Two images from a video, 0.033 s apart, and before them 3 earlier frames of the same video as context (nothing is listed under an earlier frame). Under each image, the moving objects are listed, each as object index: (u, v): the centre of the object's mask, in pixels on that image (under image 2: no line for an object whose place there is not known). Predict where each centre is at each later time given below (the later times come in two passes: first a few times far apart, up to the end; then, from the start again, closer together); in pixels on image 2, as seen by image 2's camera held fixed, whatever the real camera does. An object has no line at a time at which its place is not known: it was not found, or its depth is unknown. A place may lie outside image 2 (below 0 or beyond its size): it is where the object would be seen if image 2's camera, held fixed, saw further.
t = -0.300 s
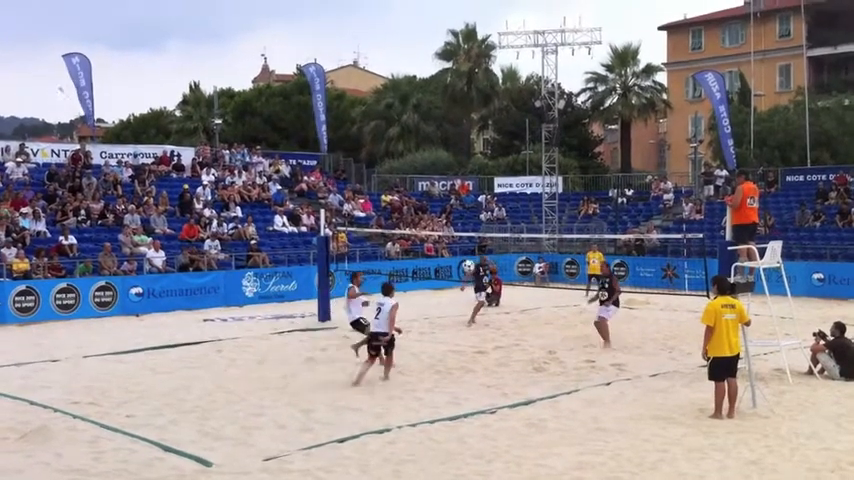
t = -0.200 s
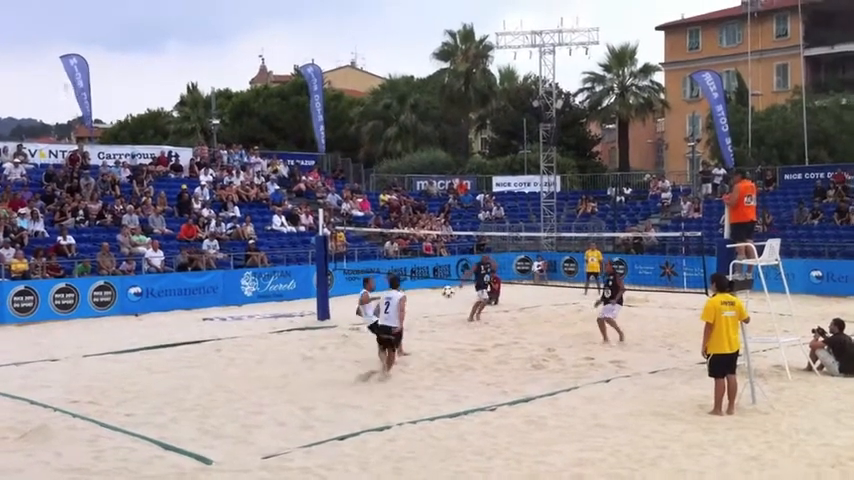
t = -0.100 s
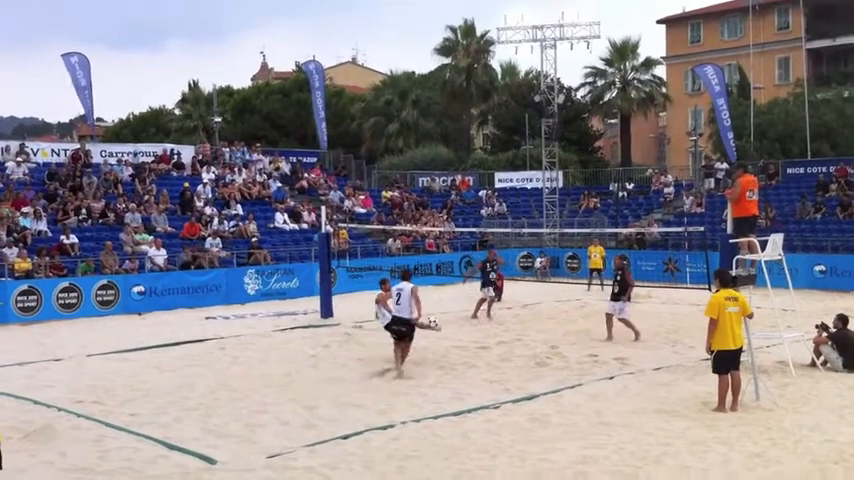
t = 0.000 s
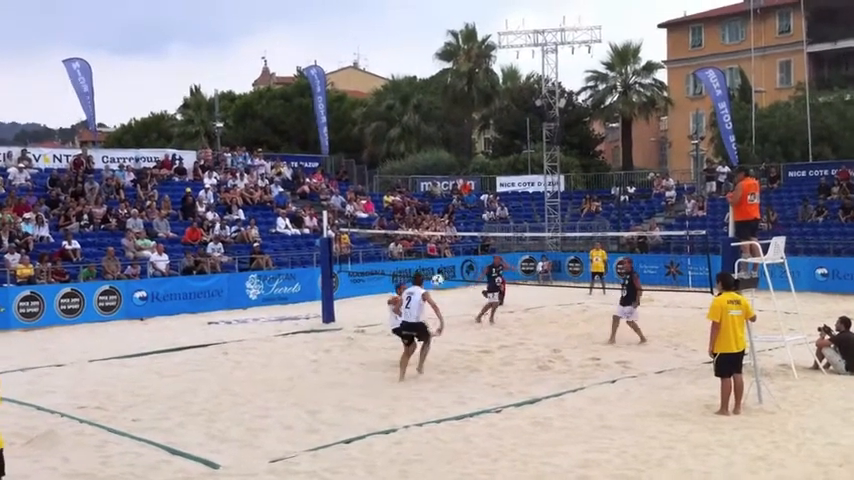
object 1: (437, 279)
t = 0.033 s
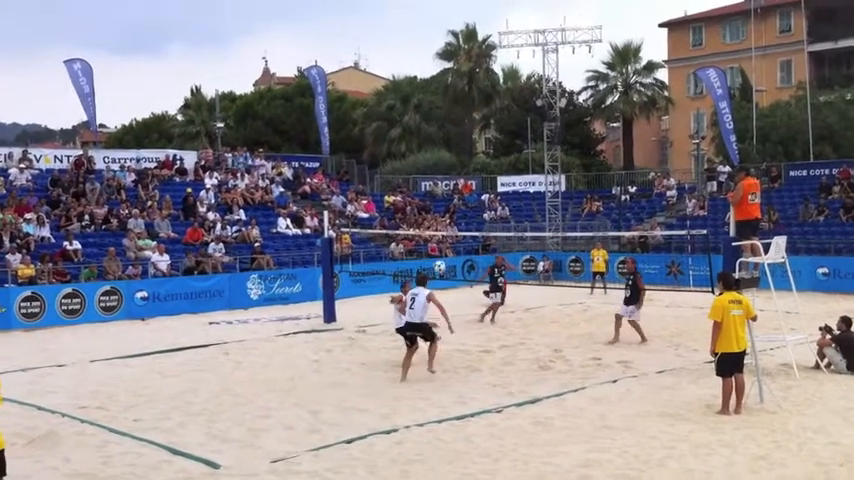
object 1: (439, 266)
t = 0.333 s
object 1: (446, 170)
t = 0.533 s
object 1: (450, 135)
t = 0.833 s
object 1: (457, 123)
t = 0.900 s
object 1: (459, 128)
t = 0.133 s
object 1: (442, 228)
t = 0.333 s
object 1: (446, 170)
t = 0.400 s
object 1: (447, 156)
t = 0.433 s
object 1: (448, 150)
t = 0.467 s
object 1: (448, 144)
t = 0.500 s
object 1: (449, 139)
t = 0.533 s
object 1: (450, 135)
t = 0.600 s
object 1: (451, 128)
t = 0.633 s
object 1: (452, 126)
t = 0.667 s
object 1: (453, 124)
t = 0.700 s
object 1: (454, 122)
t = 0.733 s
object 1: (455, 121)
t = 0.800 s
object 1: (456, 122)
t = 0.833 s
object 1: (457, 123)
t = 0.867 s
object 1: (458, 125)
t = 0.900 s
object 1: (459, 128)
